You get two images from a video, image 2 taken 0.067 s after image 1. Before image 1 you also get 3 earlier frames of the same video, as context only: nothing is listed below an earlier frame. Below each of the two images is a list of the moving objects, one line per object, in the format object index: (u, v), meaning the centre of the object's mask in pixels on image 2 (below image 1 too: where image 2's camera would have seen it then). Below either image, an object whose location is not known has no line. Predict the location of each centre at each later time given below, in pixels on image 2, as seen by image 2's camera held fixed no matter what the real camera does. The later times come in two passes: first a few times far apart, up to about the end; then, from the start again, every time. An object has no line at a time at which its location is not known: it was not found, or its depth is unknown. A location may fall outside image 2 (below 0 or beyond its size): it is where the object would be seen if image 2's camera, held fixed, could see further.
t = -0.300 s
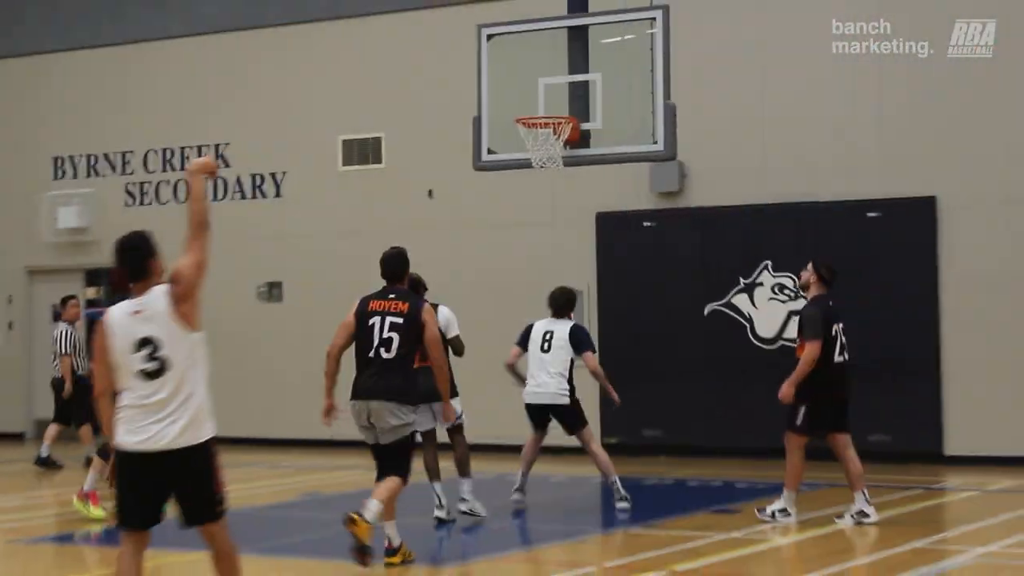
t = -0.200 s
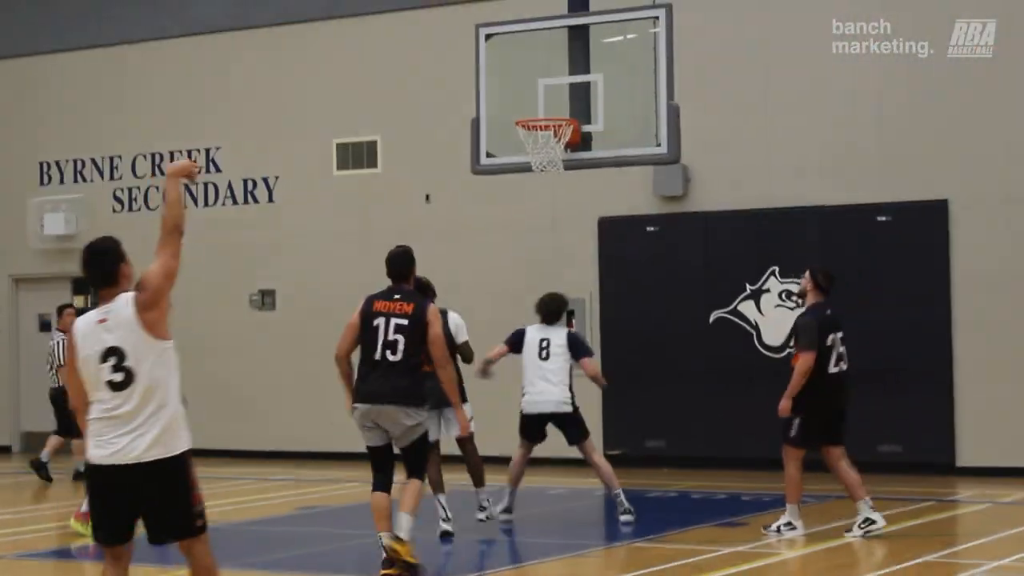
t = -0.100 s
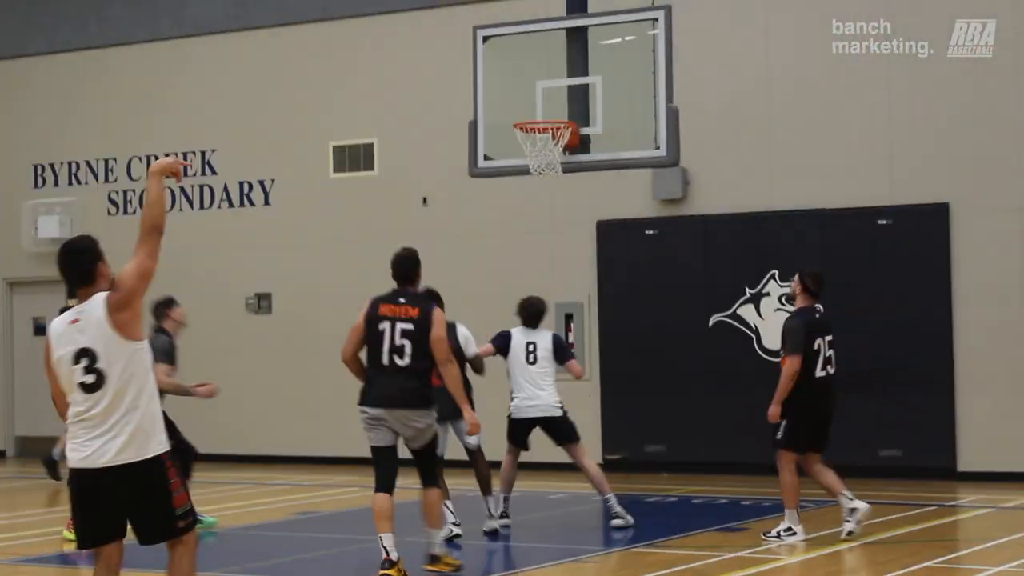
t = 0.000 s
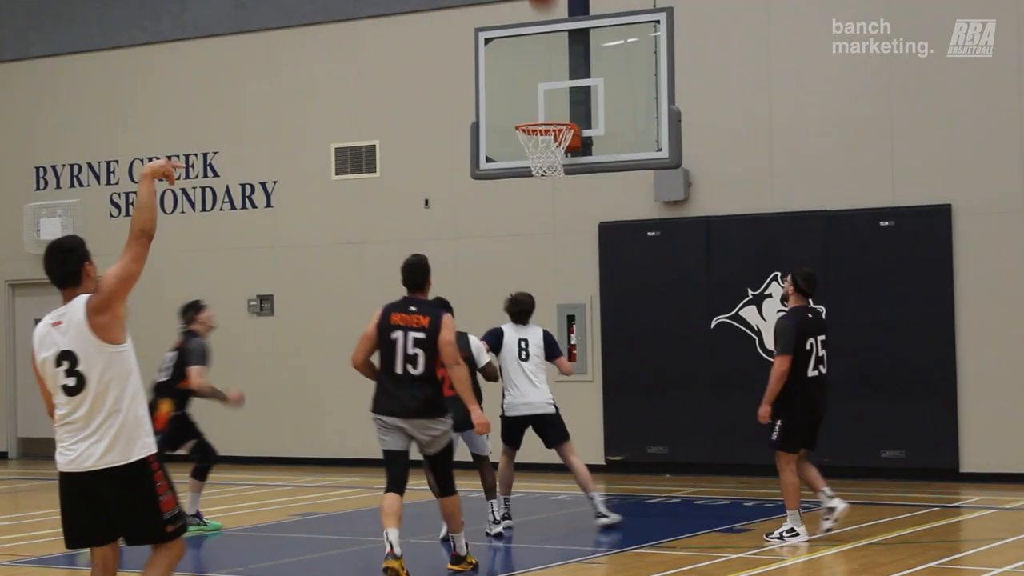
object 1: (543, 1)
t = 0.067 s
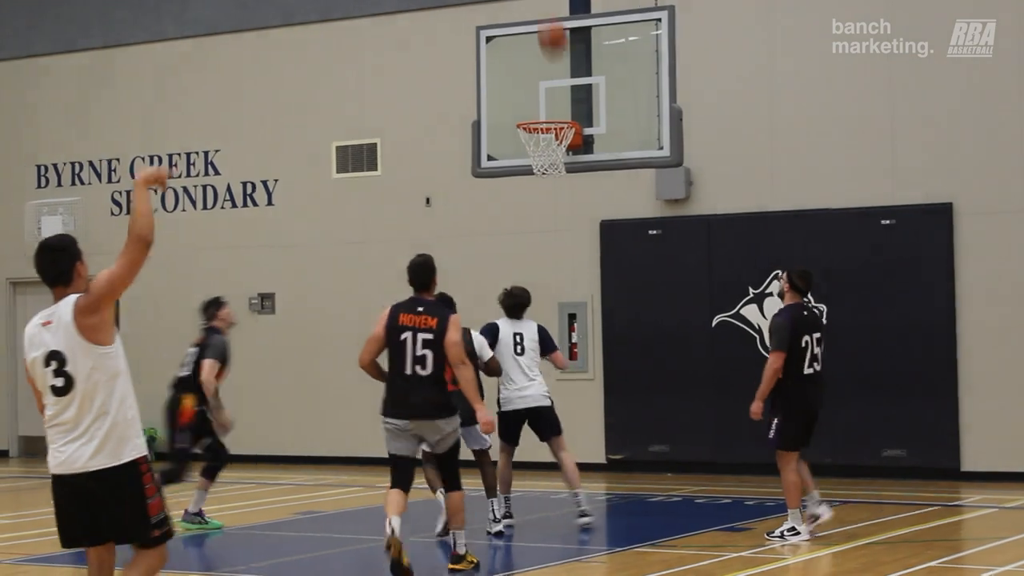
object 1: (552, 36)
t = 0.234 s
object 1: (532, 114)
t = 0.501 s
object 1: (606, 47)
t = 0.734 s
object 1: (677, 52)
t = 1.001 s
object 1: (762, 145)
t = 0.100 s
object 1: (556, 61)
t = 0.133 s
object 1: (561, 87)
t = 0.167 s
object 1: (557, 108)
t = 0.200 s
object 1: (545, 111)
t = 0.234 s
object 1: (532, 114)
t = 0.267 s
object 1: (537, 107)
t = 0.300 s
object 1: (547, 95)
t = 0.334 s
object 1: (557, 84)
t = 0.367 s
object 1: (567, 73)
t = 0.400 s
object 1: (576, 64)
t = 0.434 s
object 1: (586, 57)
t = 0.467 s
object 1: (595, 52)
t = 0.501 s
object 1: (606, 47)
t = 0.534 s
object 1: (615, 43)
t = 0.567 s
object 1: (626, 41)
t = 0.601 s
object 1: (636, 41)
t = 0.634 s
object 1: (645, 41)
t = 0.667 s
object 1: (656, 44)
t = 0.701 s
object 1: (666, 47)
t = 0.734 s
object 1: (677, 52)
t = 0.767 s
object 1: (687, 59)
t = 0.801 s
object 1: (698, 68)
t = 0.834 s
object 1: (709, 76)
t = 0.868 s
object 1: (719, 86)
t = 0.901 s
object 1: (729, 98)
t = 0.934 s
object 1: (741, 112)
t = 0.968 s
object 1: (751, 127)
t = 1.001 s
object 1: (762, 145)
